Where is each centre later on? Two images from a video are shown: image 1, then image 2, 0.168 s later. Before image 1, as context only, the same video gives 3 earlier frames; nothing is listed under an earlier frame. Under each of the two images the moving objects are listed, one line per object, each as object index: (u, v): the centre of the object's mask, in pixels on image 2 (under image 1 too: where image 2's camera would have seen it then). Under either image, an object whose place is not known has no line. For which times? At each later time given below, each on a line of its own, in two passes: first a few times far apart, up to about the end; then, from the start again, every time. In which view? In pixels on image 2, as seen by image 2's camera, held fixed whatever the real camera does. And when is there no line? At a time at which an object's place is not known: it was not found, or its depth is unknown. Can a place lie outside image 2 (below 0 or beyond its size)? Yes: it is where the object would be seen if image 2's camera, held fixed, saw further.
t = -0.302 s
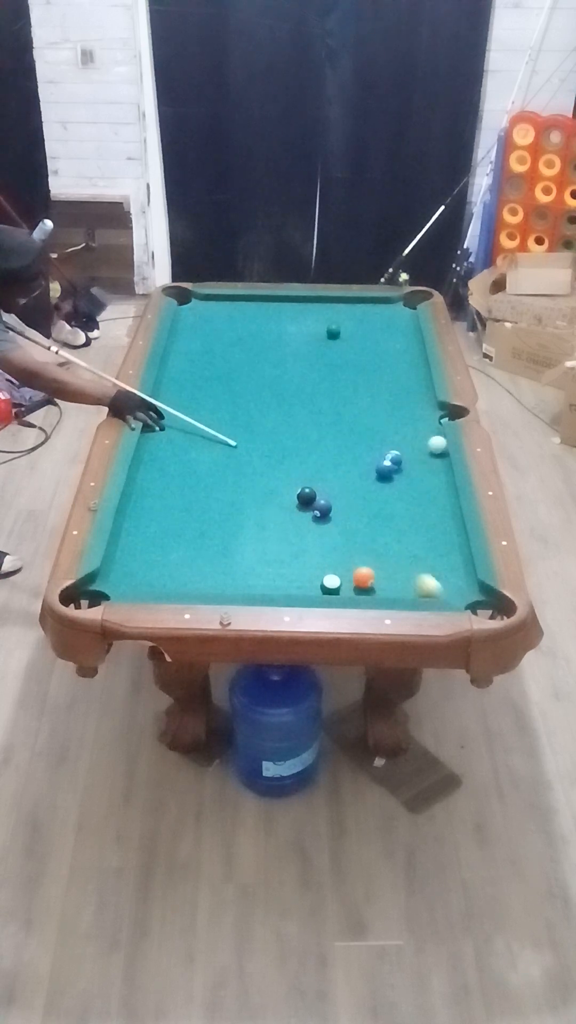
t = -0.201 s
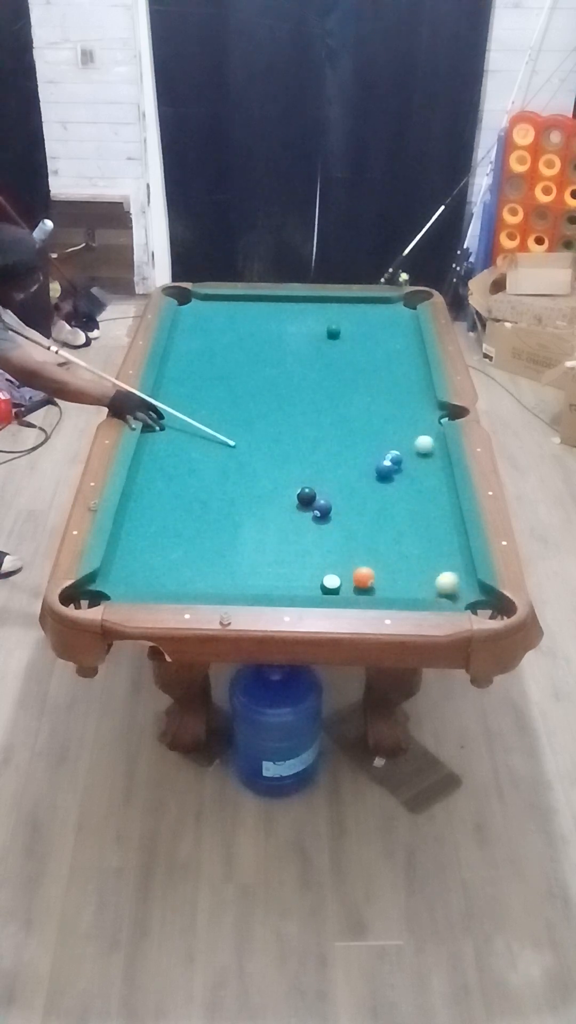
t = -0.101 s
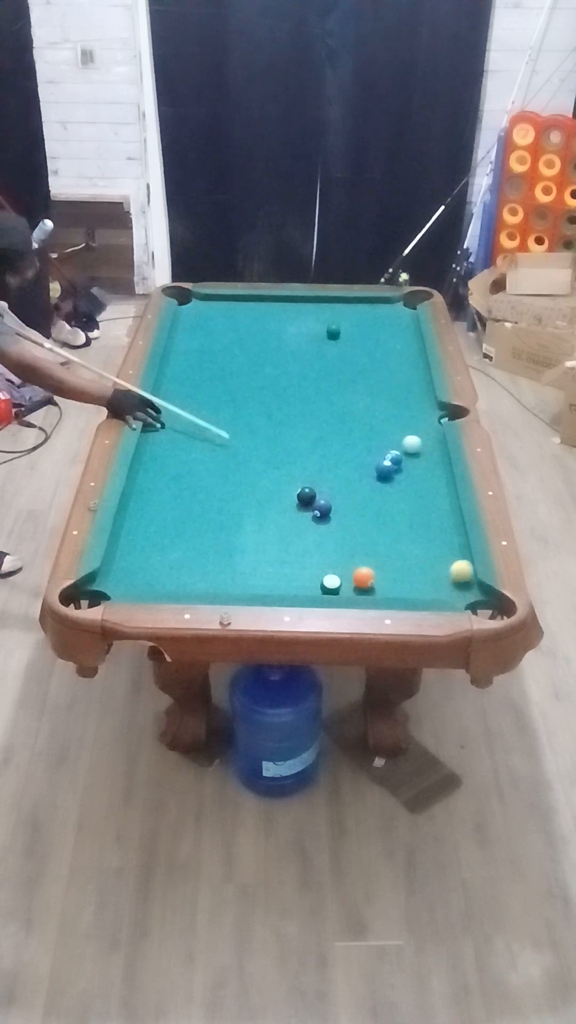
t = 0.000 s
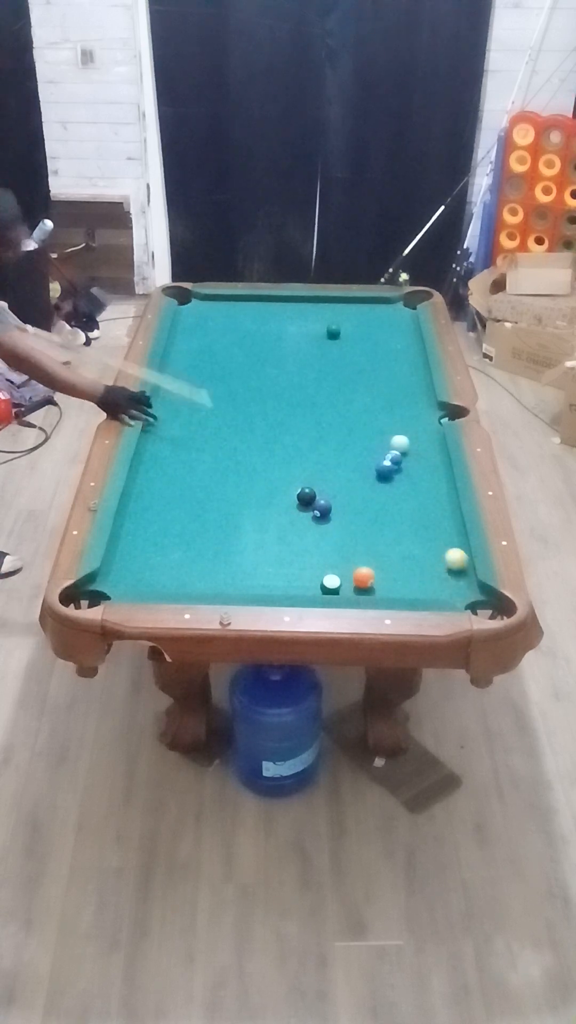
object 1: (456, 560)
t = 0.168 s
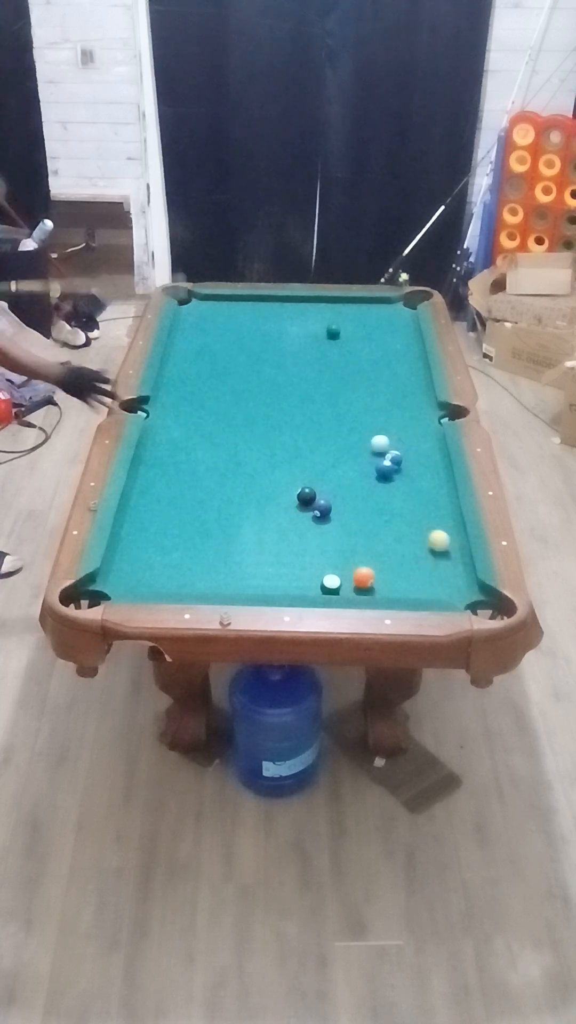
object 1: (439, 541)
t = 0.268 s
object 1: (429, 531)
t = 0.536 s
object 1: (405, 505)
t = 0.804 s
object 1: (384, 483)
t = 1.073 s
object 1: (360, 472)
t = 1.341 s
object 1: (337, 464)
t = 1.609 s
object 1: (316, 457)
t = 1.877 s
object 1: (297, 452)
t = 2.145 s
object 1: (281, 447)
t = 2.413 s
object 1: (267, 443)
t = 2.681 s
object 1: (255, 440)
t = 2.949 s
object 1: (246, 437)
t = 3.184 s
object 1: (241, 435)
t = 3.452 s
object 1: (236, 434)
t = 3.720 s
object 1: (235, 434)
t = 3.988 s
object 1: (235, 434)
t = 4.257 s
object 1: (235, 434)
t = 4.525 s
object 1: (235, 434)
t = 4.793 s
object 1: (235, 434)
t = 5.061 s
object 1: (235, 434)
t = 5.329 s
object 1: (235, 434)
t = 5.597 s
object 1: (235, 434)
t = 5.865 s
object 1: (235, 434)
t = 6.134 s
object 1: (235, 434)
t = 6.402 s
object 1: (235, 434)
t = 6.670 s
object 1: (235, 434)
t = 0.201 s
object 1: (435, 537)
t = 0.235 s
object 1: (432, 534)
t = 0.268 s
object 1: (429, 531)
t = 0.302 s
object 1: (426, 527)
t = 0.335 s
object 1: (423, 524)
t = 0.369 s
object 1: (419, 521)
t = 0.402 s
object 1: (416, 517)
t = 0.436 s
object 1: (414, 514)
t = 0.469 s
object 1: (411, 511)
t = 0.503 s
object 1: (408, 508)
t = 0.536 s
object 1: (405, 505)
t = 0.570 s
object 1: (402, 503)
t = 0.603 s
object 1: (400, 500)
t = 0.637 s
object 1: (397, 497)
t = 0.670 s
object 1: (394, 494)
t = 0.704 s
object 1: (391, 491)
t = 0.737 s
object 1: (389, 489)
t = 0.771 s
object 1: (387, 486)
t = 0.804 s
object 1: (384, 483)
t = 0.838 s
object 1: (381, 481)
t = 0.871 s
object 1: (379, 479)
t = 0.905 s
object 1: (376, 478)
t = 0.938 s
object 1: (373, 476)
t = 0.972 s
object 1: (369, 475)
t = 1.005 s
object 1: (366, 474)
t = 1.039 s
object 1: (364, 473)
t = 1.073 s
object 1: (360, 472)
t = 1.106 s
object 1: (357, 471)
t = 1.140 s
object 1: (354, 470)
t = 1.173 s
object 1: (351, 469)
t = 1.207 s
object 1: (348, 468)
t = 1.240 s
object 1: (345, 467)
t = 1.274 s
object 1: (342, 466)
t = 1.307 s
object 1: (340, 465)
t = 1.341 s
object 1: (337, 464)
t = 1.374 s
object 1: (334, 463)
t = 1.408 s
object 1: (332, 462)
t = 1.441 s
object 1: (329, 461)
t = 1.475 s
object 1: (326, 460)
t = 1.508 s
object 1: (323, 459)
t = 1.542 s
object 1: (321, 459)
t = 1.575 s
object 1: (318, 458)
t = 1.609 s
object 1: (316, 457)
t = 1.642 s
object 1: (314, 457)
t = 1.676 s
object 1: (311, 456)
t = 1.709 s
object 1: (308, 455)
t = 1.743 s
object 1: (306, 454)
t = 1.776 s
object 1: (304, 454)
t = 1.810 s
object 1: (302, 453)
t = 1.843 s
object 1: (299, 452)
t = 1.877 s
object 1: (297, 452)
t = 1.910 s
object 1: (295, 451)
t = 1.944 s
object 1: (293, 450)
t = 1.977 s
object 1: (291, 450)
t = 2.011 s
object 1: (289, 449)
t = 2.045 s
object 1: (287, 448)
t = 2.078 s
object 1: (285, 448)
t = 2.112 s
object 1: (283, 447)
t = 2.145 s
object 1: (281, 447)
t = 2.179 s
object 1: (279, 446)
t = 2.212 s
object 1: (277, 446)
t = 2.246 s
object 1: (275, 445)
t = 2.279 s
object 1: (274, 445)
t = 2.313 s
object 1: (272, 444)
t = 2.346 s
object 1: (270, 444)
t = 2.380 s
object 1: (268, 444)
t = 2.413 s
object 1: (267, 443)
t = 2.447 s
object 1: (265, 442)
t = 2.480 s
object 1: (264, 442)
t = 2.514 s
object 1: (262, 442)
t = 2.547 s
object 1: (261, 441)
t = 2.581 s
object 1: (259, 441)
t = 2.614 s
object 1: (258, 441)
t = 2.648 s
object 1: (256, 440)
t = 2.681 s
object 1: (255, 440)
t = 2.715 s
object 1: (254, 440)
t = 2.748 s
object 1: (253, 439)
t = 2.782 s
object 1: (251, 439)
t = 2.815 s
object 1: (250, 439)
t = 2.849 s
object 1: (249, 438)
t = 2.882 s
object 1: (248, 438)
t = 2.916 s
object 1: (247, 438)
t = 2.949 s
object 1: (246, 437)
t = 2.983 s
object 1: (246, 437)
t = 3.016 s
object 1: (245, 437)
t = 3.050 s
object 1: (244, 436)
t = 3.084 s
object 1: (243, 436)
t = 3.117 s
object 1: (242, 436)
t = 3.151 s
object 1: (241, 436)
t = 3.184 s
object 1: (241, 435)
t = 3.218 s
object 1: (240, 435)
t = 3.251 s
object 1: (239, 435)
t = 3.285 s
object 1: (239, 435)
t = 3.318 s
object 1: (238, 435)
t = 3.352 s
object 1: (238, 435)
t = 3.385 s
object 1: (237, 435)
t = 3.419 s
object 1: (237, 434)
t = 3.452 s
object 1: (236, 434)
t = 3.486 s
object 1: (236, 434)
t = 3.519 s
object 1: (236, 434)
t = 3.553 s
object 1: (236, 434)
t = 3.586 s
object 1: (236, 434)
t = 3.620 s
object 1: (235, 434)
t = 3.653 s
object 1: (235, 434)
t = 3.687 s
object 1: (235, 434)
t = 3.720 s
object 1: (235, 434)
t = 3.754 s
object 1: (235, 434)
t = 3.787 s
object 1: (235, 434)
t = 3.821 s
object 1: (235, 434)
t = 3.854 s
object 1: (235, 434)
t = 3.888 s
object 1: (235, 434)
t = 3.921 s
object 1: (235, 434)
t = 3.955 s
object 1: (235, 434)
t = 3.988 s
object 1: (235, 434)
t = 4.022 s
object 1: (235, 434)
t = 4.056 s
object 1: (235, 434)
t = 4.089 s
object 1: (235, 434)
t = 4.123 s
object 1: (235, 434)
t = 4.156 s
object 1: (235, 434)
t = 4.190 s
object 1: (235, 434)
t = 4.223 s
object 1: (235, 434)
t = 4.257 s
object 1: (235, 434)
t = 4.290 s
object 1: (235, 434)
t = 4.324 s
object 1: (235, 434)
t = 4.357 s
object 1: (235, 434)
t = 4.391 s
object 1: (235, 434)
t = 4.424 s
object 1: (235, 434)
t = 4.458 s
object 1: (235, 434)
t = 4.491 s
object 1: (235, 434)
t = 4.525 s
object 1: (235, 434)
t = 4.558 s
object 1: (235, 434)
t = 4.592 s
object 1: (235, 434)
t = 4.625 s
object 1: (235, 434)
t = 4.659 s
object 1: (235, 434)
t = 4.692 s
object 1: (235, 434)
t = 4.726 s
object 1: (235, 434)
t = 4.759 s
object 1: (235, 434)
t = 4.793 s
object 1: (235, 434)
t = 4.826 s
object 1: (235, 434)
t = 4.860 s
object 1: (235, 434)
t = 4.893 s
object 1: (235, 434)
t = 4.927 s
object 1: (235, 434)
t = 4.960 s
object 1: (235, 434)
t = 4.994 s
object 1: (235, 434)
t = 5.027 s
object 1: (235, 434)
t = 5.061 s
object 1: (235, 434)
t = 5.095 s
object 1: (235, 434)
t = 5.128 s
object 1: (235, 434)
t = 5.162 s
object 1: (235, 434)
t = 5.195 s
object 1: (235, 434)
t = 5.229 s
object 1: (235, 434)
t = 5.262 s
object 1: (235, 434)
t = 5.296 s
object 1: (235, 434)
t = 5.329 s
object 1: (235, 434)
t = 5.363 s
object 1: (235, 434)
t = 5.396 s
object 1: (235, 434)
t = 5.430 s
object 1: (235, 434)
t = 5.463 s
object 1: (235, 434)
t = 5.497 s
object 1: (235, 434)
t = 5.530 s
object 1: (235, 434)
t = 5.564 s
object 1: (235, 434)
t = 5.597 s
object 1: (235, 434)
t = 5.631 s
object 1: (235, 434)
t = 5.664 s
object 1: (235, 434)
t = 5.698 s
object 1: (235, 434)
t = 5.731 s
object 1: (235, 434)
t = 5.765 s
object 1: (235, 434)
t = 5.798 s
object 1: (235, 434)
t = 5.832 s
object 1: (235, 434)
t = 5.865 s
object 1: (235, 434)
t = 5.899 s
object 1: (235, 434)
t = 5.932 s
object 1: (235, 434)
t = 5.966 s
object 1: (235, 434)
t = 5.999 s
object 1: (235, 434)
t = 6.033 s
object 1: (235, 434)
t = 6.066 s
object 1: (235, 434)
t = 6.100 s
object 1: (235, 434)
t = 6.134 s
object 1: (235, 434)
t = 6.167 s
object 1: (235, 434)
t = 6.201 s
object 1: (235, 434)
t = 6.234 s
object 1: (235, 434)
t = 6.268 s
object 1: (235, 434)
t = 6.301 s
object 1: (235, 434)
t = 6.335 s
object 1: (235, 434)
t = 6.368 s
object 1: (235, 434)
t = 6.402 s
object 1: (235, 434)
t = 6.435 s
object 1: (235, 434)
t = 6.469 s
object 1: (235, 434)
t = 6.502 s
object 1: (235, 434)
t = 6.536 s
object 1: (235, 434)
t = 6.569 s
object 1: (235, 434)
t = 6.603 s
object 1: (235, 434)
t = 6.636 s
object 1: (235, 434)
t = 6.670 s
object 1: (235, 434)
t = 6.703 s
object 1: (235, 434)
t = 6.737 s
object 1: (235, 434)
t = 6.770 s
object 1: (235, 434)
